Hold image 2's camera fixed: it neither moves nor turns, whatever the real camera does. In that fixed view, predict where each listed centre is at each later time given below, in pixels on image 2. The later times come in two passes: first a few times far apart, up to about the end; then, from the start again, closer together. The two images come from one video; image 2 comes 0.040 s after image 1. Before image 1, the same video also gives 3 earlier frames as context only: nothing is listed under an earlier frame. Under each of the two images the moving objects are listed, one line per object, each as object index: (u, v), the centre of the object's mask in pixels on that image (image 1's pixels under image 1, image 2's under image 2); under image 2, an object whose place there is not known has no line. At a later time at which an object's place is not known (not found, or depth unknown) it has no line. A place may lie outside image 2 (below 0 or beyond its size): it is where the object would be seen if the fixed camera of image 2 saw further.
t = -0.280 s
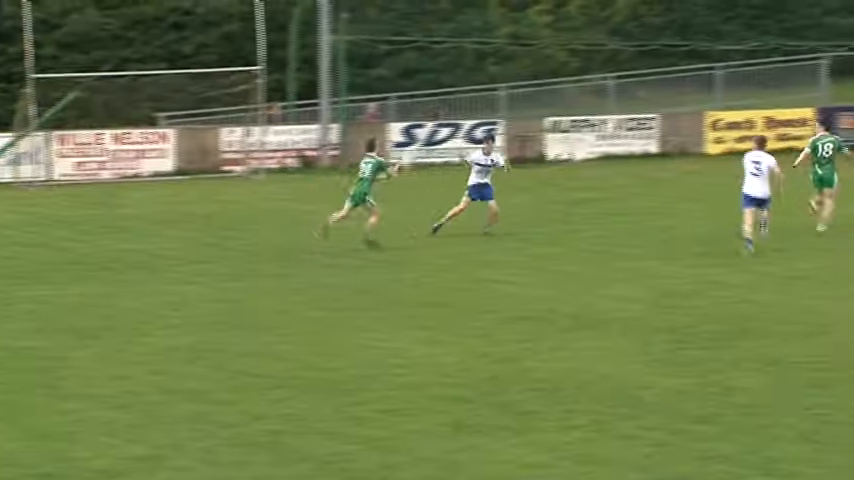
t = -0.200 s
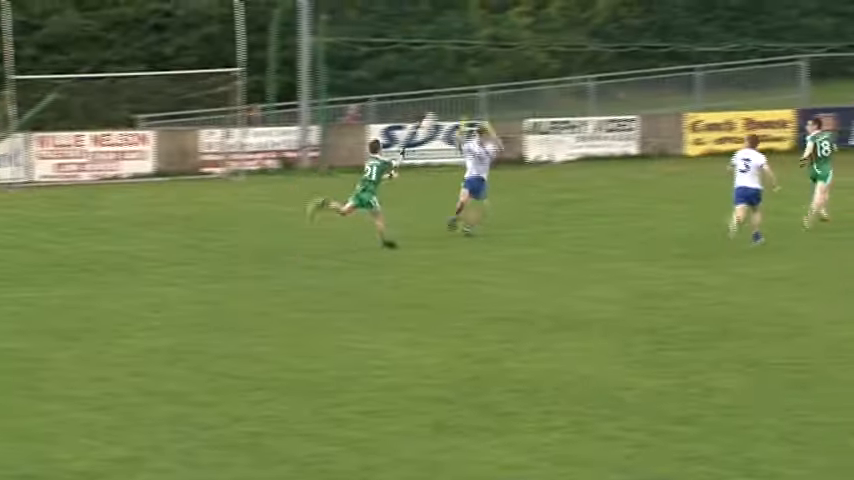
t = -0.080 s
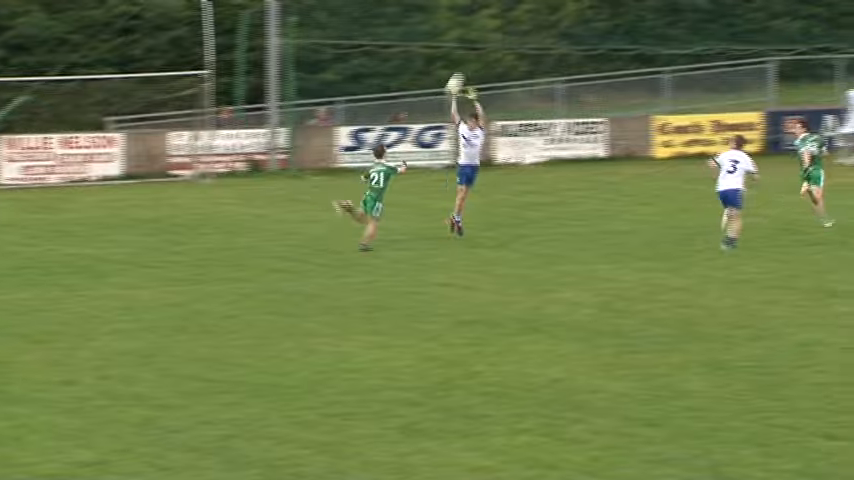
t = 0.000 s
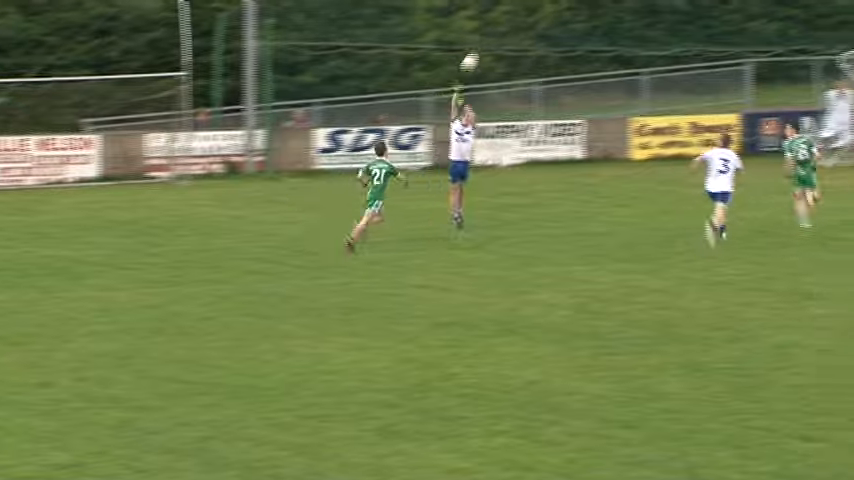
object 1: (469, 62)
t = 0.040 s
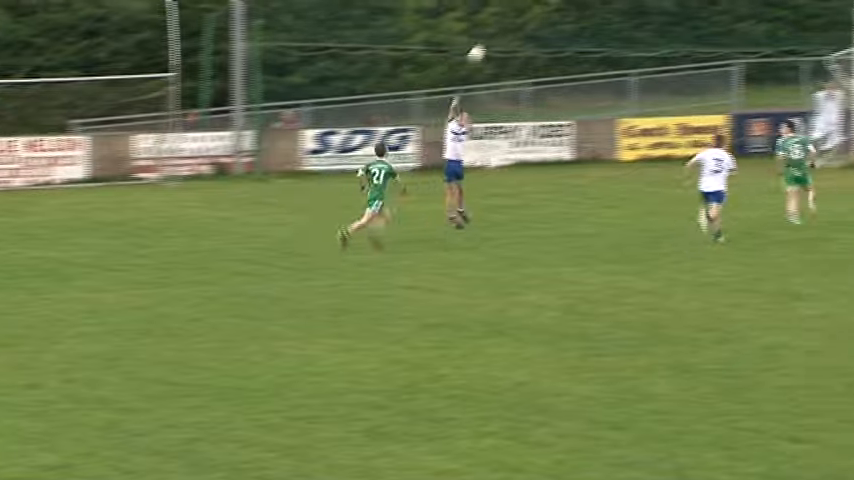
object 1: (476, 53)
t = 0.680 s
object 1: (743, 53)
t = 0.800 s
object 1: (789, 82)
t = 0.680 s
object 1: (743, 53)
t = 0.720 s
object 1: (758, 63)
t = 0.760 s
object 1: (774, 72)
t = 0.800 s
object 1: (789, 82)
